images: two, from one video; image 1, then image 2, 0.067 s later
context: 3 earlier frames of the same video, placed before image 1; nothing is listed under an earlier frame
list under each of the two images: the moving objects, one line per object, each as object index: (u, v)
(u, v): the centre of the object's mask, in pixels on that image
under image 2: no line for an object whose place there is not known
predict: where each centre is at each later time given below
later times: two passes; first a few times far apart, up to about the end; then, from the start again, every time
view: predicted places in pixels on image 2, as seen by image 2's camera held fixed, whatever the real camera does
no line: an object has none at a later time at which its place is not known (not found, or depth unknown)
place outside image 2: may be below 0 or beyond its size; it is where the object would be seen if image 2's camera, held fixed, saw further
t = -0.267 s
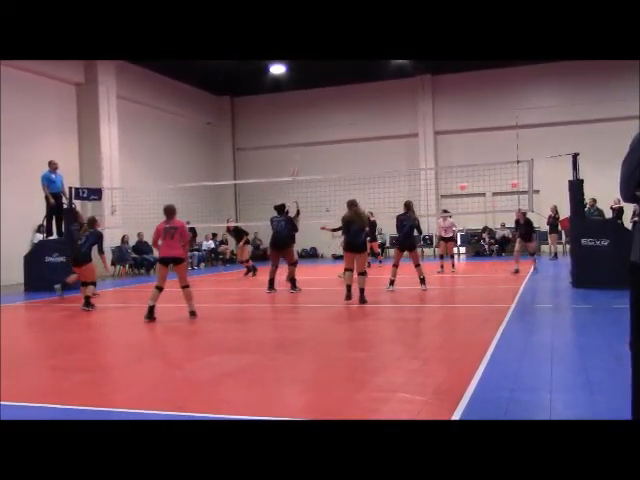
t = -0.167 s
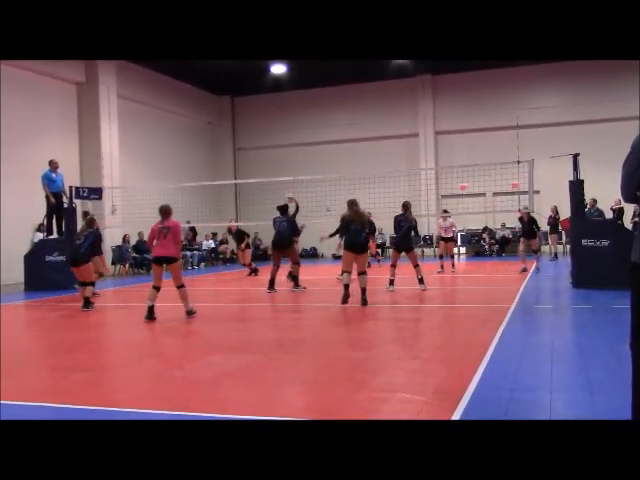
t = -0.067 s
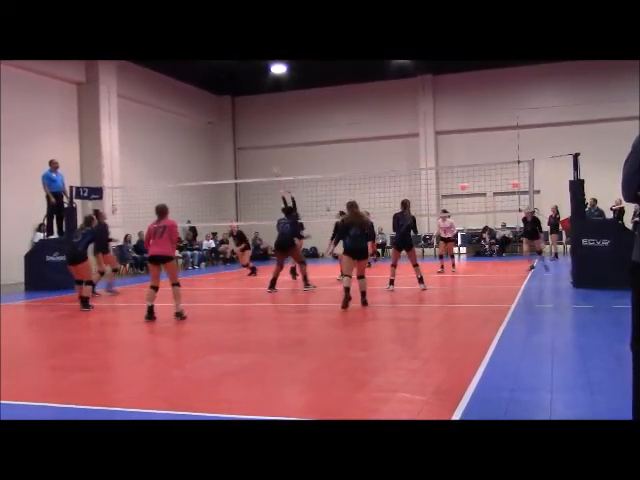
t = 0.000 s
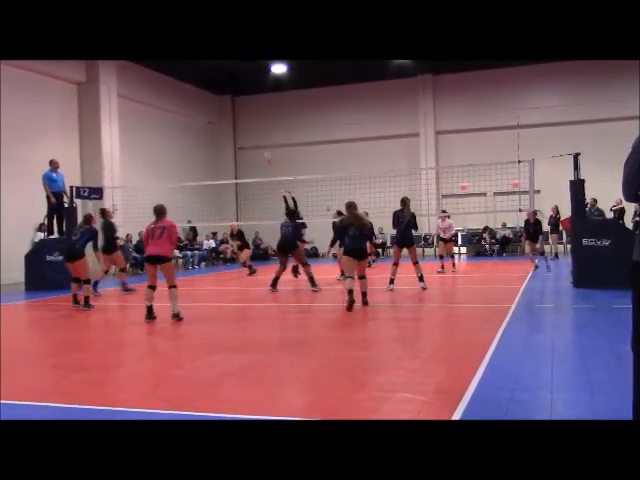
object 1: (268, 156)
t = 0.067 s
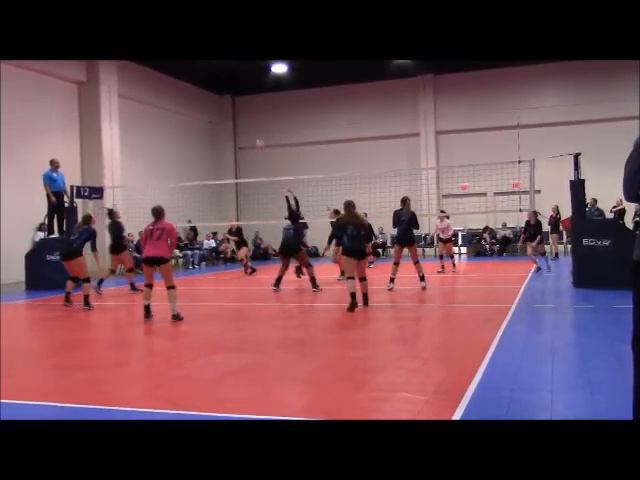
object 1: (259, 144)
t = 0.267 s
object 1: (237, 118)
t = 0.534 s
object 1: (210, 110)
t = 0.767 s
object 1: (187, 126)
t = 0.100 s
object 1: (255, 138)
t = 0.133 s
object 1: (251, 132)
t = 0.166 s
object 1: (248, 128)
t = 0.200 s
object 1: (244, 124)
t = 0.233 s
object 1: (241, 122)
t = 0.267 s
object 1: (237, 118)
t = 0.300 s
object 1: (233, 116)
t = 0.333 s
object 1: (230, 114)
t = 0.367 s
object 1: (226, 112)
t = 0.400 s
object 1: (222, 111)
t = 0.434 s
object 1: (220, 111)
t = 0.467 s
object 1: (217, 110)
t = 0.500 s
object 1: (214, 110)
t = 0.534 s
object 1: (210, 110)
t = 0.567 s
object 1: (207, 112)
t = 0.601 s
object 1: (204, 113)
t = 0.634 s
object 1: (200, 114)
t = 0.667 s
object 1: (198, 117)
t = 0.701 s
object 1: (193, 119)
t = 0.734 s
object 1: (190, 123)
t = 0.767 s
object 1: (187, 126)
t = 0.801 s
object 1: (185, 130)
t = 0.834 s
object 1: (183, 134)
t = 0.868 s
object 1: (179, 140)
